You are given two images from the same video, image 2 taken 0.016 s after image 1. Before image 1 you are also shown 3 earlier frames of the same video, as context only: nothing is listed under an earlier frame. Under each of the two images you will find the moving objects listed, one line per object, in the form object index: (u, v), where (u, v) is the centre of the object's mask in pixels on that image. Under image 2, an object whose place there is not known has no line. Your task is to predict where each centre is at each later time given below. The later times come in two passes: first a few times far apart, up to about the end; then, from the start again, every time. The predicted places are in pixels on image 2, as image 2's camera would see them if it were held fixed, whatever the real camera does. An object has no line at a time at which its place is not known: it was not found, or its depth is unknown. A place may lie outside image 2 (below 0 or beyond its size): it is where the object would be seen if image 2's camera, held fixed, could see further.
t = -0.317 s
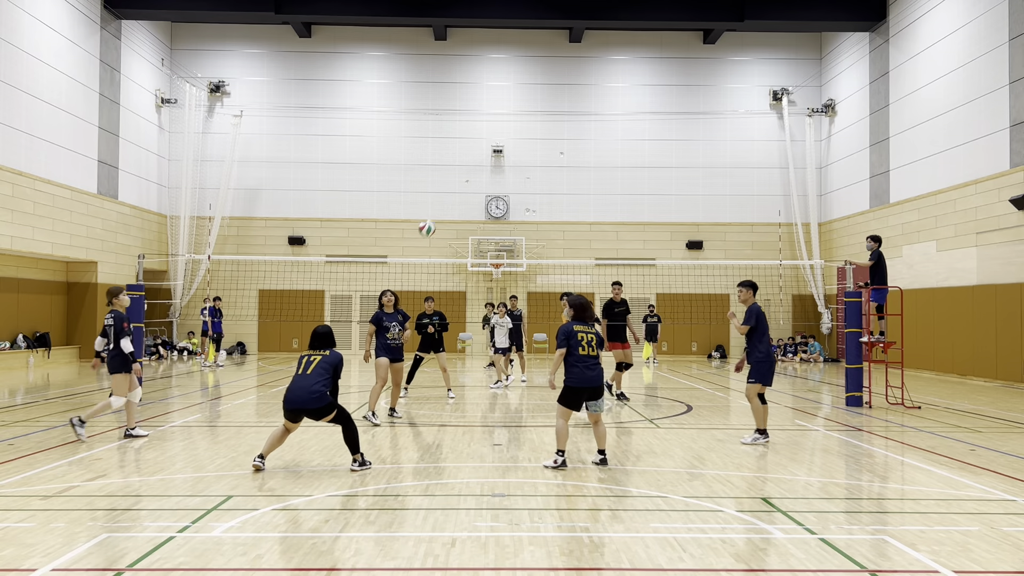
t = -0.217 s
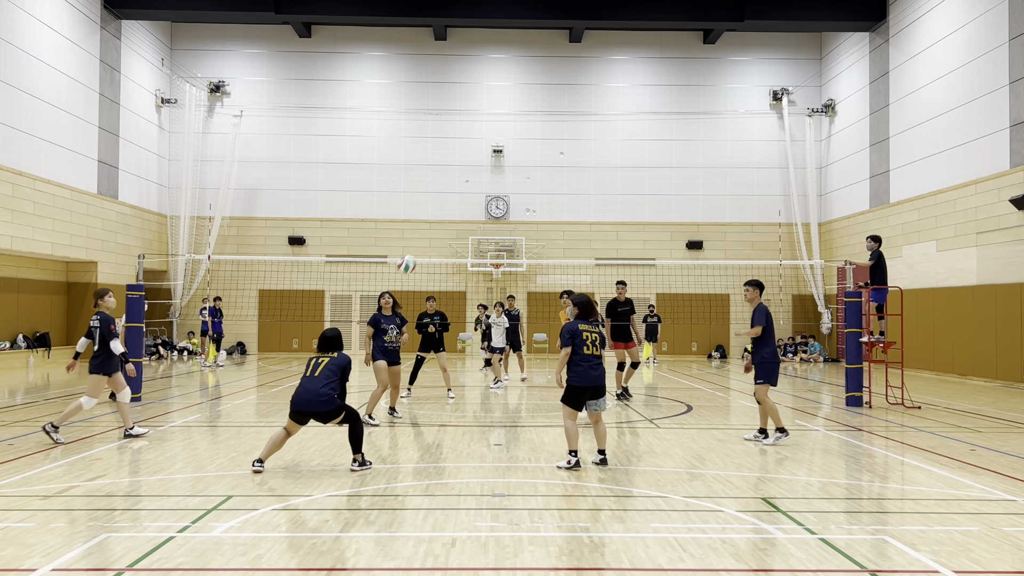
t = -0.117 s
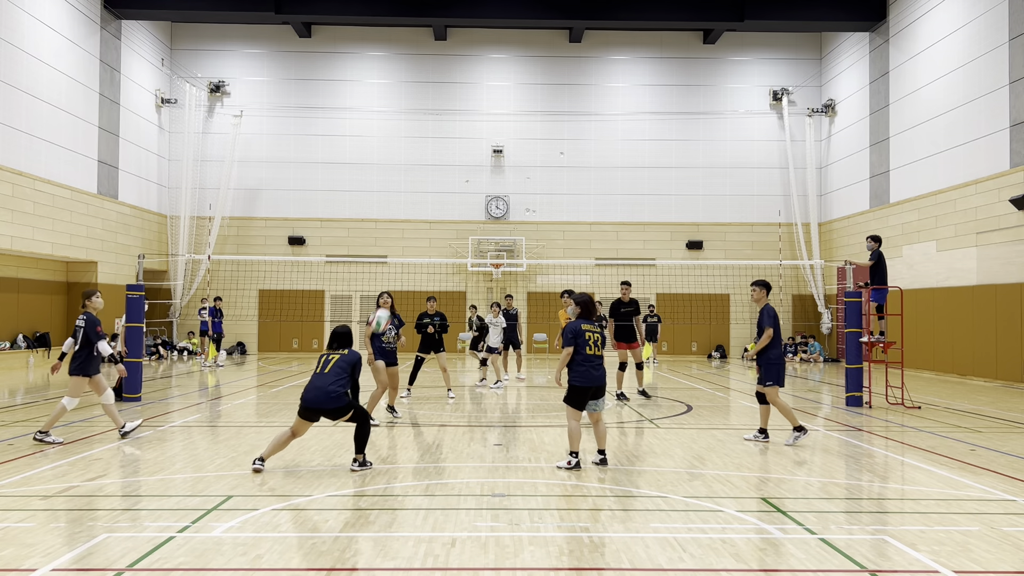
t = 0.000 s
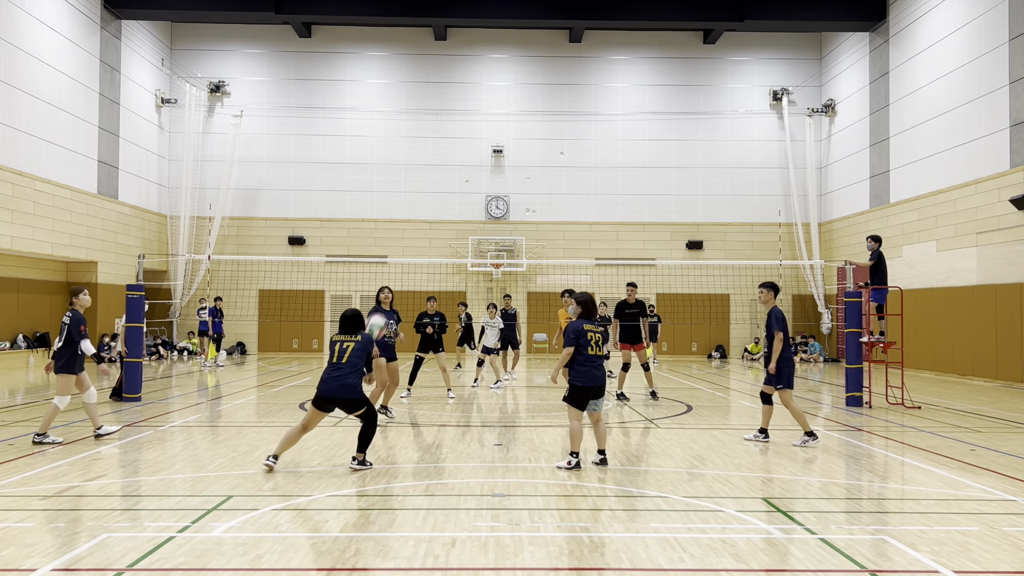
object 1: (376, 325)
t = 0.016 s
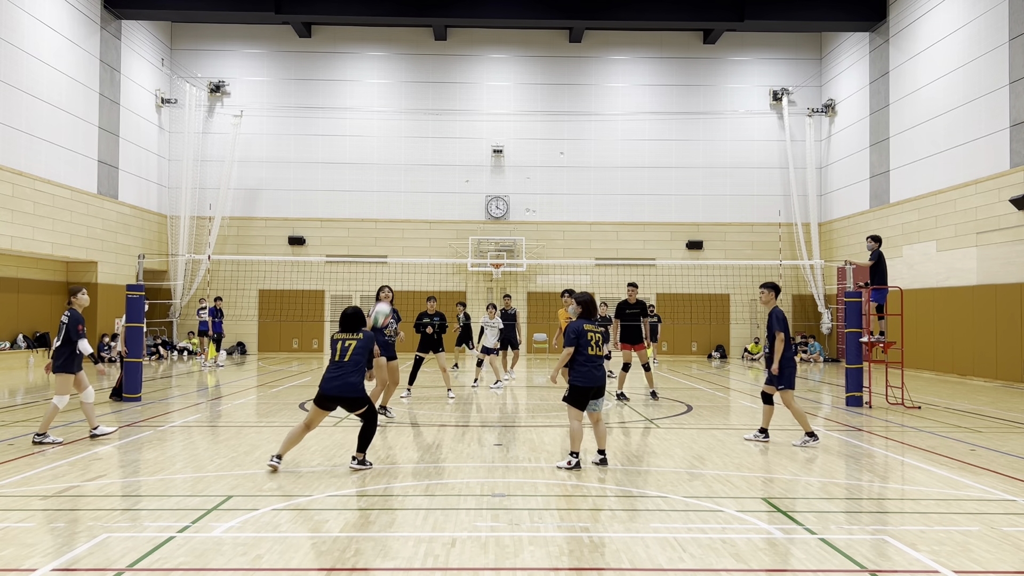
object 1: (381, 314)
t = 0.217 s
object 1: (438, 200)
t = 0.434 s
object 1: (488, 141)
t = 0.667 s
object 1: (532, 131)
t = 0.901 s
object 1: (566, 162)
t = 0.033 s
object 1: (386, 302)
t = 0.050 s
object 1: (391, 291)
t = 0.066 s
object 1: (396, 279)
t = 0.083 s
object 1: (401, 268)
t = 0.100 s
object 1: (406, 257)
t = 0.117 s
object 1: (411, 248)
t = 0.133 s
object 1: (415, 239)
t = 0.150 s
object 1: (420, 230)
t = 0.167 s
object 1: (425, 222)
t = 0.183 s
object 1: (429, 214)
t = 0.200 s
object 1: (434, 207)
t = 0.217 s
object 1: (438, 200)
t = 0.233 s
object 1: (442, 193)
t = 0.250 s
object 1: (447, 187)
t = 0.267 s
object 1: (451, 181)
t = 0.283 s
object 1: (455, 176)
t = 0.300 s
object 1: (459, 171)
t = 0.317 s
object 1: (463, 166)
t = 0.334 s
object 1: (467, 161)
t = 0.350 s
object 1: (471, 157)
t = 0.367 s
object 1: (474, 153)
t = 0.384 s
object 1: (478, 150)
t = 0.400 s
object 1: (481, 147)
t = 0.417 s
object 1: (485, 144)
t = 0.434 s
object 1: (488, 141)
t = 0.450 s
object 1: (492, 139)
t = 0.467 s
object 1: (496, 137)
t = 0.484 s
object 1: (499, 135)
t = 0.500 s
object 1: (502, 133)
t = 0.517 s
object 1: (505, 132)
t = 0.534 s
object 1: (508, 131)
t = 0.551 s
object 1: (511, 130)
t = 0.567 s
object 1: (515, 130)
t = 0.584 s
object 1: (517, 129)
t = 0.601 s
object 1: (520, 129)
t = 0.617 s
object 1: (523, 130)
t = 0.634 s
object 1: (526, 130)
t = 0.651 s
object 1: (529, 131)
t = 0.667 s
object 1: (532, 131)
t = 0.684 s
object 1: (534, 132)
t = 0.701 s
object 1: (537, 134)
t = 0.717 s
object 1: (539, 135)
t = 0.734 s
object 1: (542, 136)
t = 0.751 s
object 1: (545, 138)
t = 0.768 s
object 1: (547, 140)
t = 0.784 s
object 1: (550, 142)
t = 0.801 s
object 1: (552, 145)
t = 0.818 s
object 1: (555, 147)
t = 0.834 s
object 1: (557, 150)
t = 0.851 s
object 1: (559, 153)
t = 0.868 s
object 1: (562, 156)
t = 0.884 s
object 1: (564, 159)
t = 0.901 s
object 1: (566, 162)
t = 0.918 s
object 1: (569, 166)
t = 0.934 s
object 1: (571, 170)
